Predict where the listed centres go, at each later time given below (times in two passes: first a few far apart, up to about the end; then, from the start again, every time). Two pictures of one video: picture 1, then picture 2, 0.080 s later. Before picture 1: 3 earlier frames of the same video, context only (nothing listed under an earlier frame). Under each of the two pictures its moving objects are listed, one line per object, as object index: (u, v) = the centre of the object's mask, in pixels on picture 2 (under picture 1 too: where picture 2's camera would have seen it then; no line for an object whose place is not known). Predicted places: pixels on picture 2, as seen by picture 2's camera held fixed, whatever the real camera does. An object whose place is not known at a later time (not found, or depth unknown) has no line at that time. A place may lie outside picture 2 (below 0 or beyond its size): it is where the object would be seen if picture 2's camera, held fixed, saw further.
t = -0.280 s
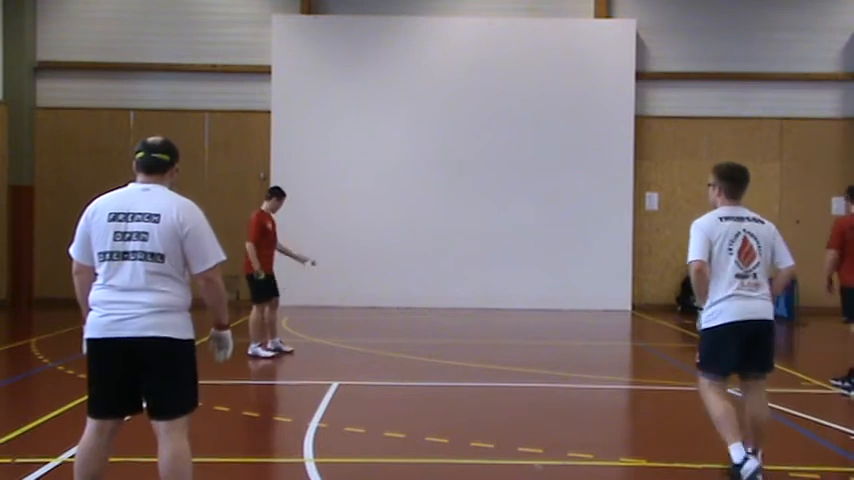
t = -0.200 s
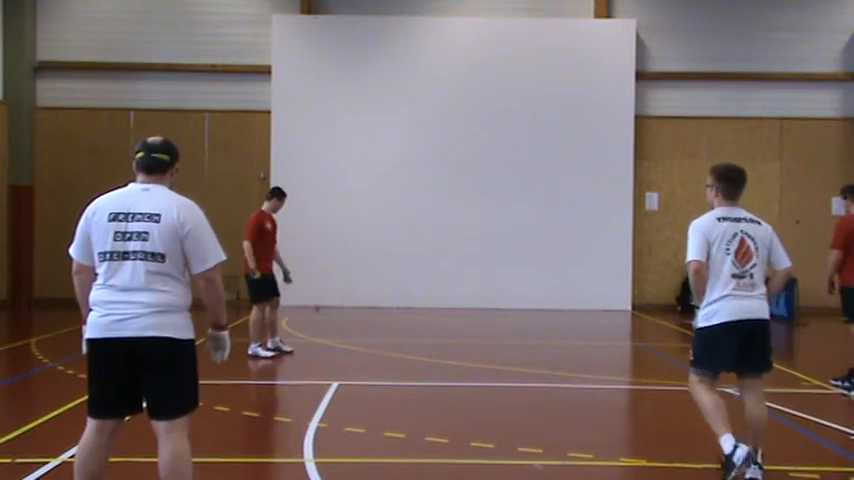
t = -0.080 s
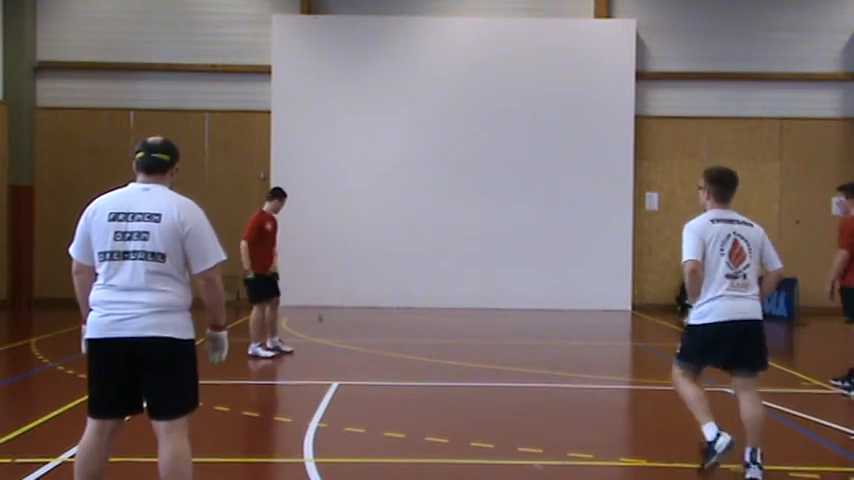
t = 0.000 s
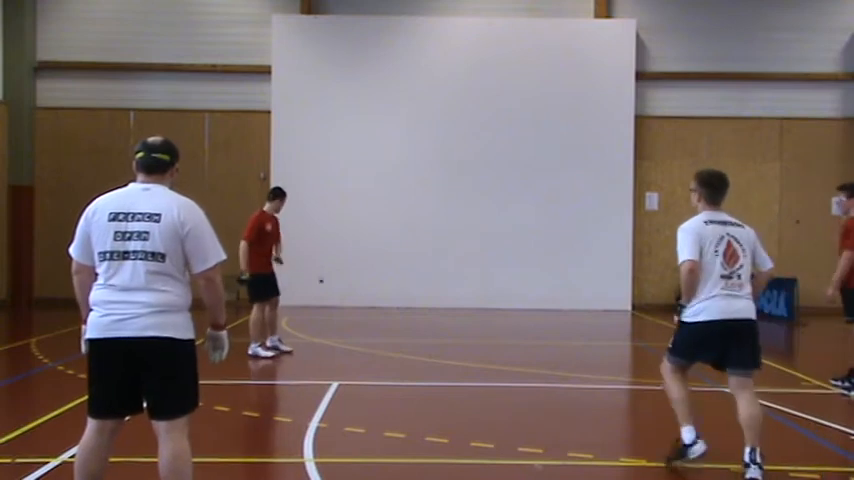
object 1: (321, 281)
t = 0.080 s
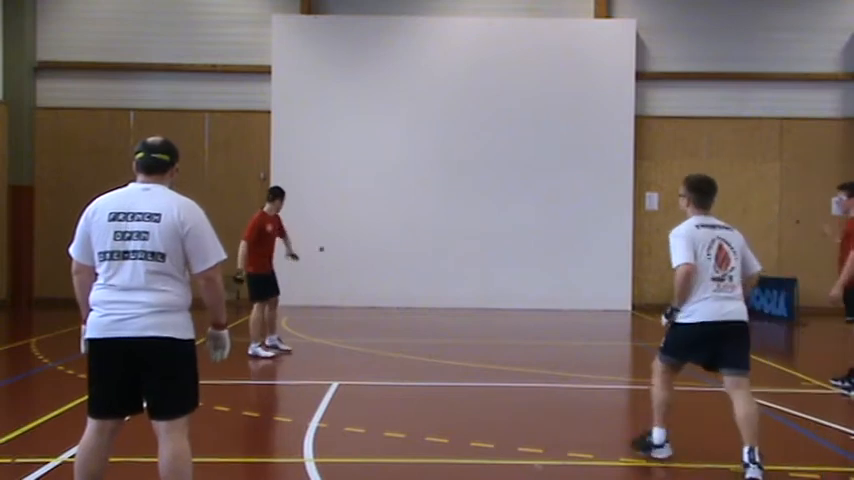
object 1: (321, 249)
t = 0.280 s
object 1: (322, 196)
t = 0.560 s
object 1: (323, 183)
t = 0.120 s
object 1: (321, 236)
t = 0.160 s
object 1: (321, 223)
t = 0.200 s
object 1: (322, 213)
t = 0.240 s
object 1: (322, 204)
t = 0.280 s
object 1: (322, 196)
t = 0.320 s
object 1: (322, 190)
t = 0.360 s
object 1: (322, 185)
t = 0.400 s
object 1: (323, 182)
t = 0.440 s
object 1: (323, 180)
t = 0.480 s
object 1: (323, 180)
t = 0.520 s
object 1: (323, 180)
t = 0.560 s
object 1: (323, 183)
